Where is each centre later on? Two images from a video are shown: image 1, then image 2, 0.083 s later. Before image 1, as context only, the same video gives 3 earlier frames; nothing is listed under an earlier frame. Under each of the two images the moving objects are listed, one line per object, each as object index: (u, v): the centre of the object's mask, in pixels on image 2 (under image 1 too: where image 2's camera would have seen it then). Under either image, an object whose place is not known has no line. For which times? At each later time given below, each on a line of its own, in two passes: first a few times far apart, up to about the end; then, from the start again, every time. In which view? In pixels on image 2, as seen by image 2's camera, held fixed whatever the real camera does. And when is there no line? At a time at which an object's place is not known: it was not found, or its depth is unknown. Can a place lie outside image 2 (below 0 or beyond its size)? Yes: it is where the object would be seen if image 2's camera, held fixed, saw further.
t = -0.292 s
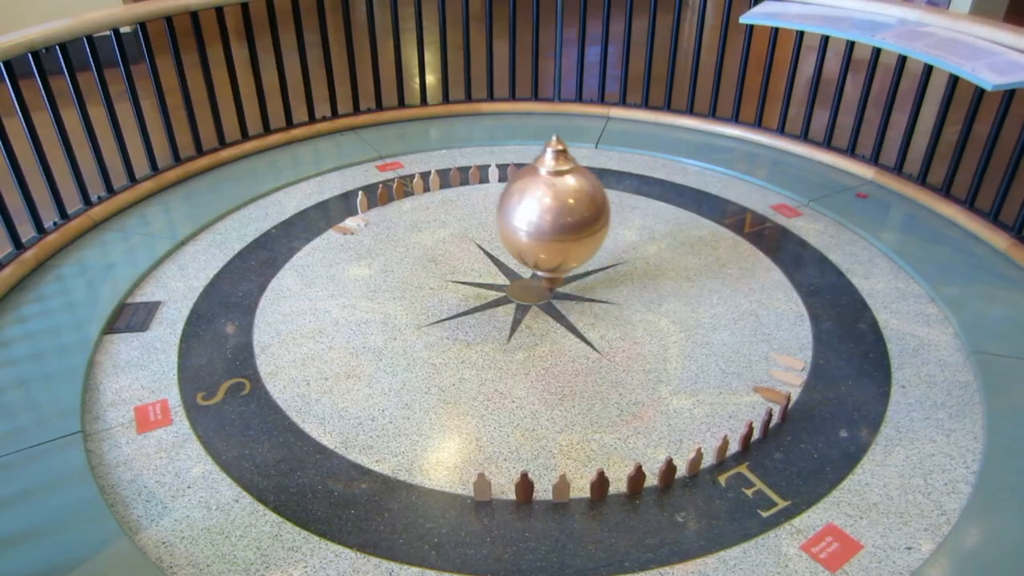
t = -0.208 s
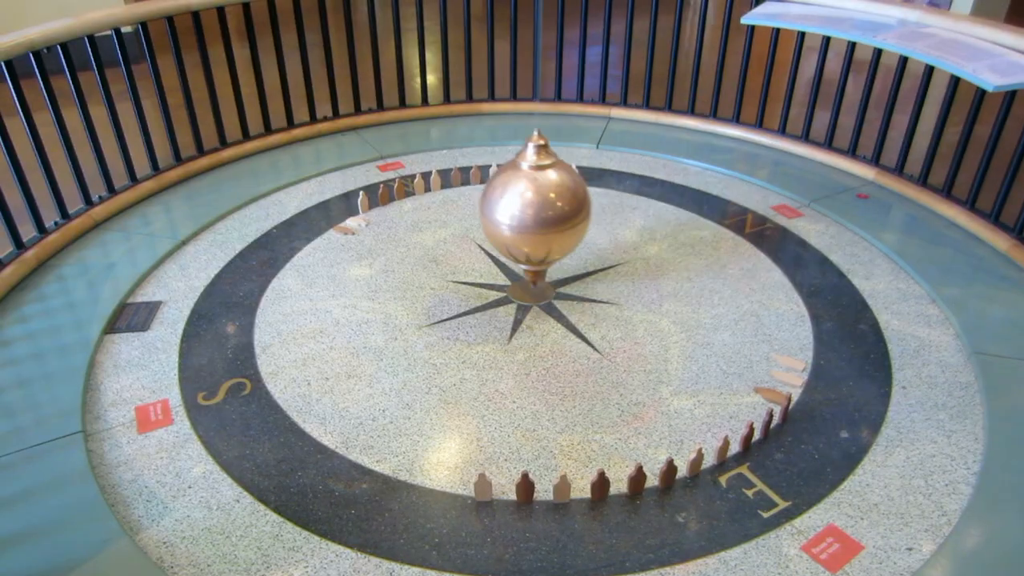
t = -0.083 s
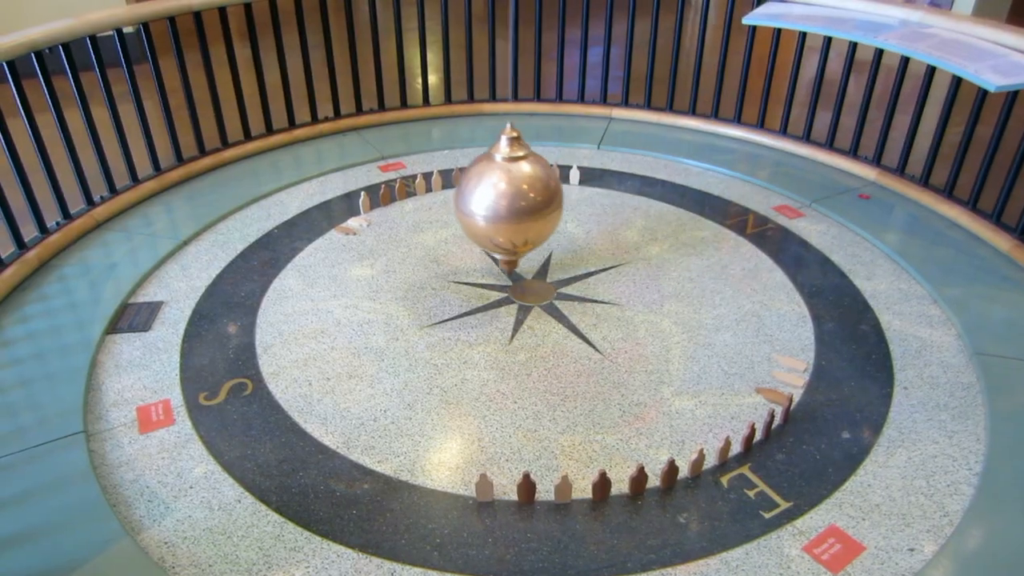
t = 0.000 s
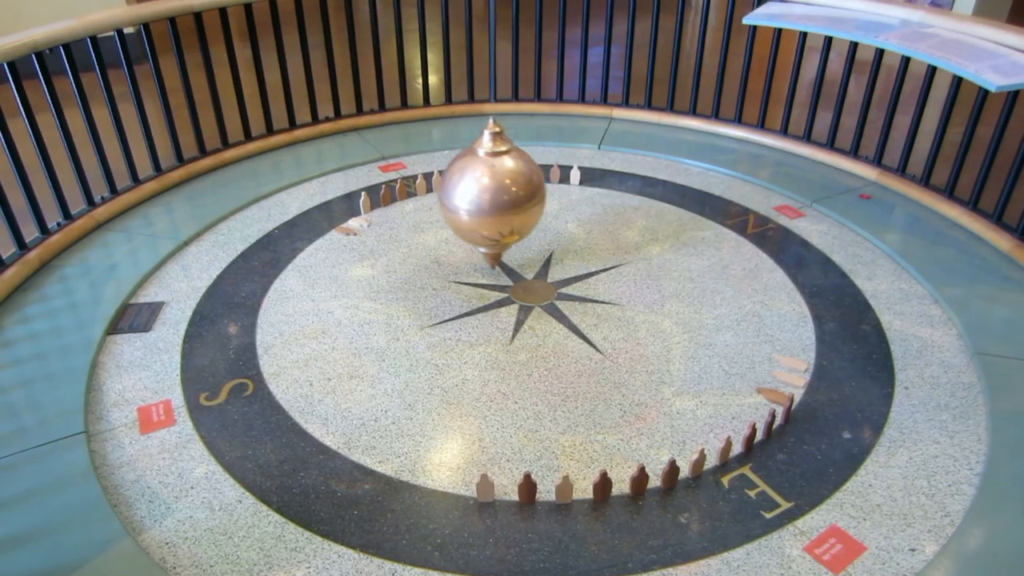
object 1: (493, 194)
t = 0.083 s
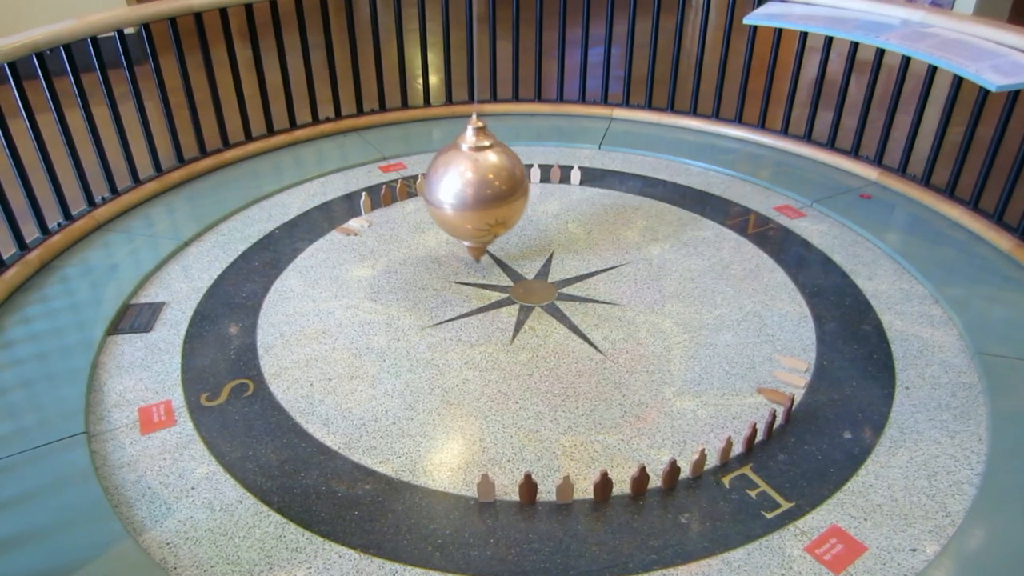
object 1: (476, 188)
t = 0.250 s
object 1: (445, 177)
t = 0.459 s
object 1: (412, 165)
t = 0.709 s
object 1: (379, 151)
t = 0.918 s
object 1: (357, 143)
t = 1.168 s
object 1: (339, 135)
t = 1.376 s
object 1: (330, 131)
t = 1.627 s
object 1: (327, 129)
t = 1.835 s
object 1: (331, 130)
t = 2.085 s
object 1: (343, 136)
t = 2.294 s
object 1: (359, 142)
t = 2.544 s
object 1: (386, 153)
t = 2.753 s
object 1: (415, 165)
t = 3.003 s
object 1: (456, 181)
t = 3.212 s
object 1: (497, 195)
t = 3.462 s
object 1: (552, 213)
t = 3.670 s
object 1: (602, 230)
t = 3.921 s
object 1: (664, 249)
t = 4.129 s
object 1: (716, 264)
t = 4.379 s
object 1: (774, 280)
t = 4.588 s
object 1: (815, 292)
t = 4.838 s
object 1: (851, 302)
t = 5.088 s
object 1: (869, 306)
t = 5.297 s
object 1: (868, 305)
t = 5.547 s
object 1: (848, 300)
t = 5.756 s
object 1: (817, 292)
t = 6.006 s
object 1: (767, 279)
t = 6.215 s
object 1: (720, 265)
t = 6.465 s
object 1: (657, 248)
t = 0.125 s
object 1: (468, 185)
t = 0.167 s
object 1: (460, 182)
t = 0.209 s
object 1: (453, 180)
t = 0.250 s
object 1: (445, 177)
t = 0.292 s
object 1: (438, 175)
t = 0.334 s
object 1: (431, 172)
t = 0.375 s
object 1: (424, 169)
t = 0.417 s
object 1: (418, 167)
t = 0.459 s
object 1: (412, 165)
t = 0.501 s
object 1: (406, 162)
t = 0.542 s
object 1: (400, 160)
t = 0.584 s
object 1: (395, 158)
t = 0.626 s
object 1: (389, 155)
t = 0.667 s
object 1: (384, 153)
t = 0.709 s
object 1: (379, 151)
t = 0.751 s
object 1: (374, 149)
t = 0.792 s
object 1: (369, 148)
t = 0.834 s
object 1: (365, 146)
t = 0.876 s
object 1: (361, 144)
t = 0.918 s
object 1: (357, 143)
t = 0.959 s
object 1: (354, 141)
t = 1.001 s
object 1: (350, 139)
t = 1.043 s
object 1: (347, 138)
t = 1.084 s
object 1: (344, 137)
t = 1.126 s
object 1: (341, 136)
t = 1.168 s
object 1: (339, 135)
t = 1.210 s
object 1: (337, 134)
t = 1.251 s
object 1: (335, 133)
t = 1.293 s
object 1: (333, 132)
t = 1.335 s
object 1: (332, 131)
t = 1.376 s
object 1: (330, 131)
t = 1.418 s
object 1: (329, 130)
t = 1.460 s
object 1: (328, 130)
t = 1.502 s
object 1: (328, 129)
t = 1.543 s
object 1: (327, 129)
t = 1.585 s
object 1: (327, 129)
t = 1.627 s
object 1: (327, 129)
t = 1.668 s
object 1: (327, 129)
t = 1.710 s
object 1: (328, 129)
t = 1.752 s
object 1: (328, 130)
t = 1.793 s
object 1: (329, 130)
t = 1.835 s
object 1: (331, 130)
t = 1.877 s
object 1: (332, 131)
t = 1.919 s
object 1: (334, 132)
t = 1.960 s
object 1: (336, 132)
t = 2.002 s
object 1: (338, 133)
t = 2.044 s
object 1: (340, 134)
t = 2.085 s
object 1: (343, 136)
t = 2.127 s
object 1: (346, 137)
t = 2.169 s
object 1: (349, 138)
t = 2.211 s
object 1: (352, 139)
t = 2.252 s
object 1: (355, 140)
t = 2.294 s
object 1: (359, 142)
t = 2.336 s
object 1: (363, 144)
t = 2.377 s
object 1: (367, 146)
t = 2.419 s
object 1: (371, 148)
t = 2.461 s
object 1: (376, 150)
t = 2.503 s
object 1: (381, 151)
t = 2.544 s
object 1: (386, 153)
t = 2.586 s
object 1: (391, 156)
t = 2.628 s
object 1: (397, 158)
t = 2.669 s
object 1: (402, 160)
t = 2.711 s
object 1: (408, 163)
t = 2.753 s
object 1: (415, 165)
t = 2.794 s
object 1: (421, 167)
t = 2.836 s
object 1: (428, 170)
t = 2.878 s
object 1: (435, 173)
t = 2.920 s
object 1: (442, 176)
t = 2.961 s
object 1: (449, 178)
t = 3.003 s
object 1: (456, 181)
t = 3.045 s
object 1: (464, 183)
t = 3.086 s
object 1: (472, 186)
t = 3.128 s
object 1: (480, 189)
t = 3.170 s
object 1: (488, 192)
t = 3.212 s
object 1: (497, 195)
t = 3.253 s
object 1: (506, 198)
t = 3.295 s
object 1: (515, 201)
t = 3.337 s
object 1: (524, 204)
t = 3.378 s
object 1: (533, 207)
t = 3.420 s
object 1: (543, 210)
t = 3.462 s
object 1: (552, 213)
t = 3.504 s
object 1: (562, 216)
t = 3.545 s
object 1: (572, 220)
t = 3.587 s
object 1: (582, 223)
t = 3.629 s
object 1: (592, 226)
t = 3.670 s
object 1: (602, 230)
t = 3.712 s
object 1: (612, 233)
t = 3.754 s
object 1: (623, 236)
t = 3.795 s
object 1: (633, 239)
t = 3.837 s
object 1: (643, 243)
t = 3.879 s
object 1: (653, 246)
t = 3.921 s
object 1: (664, 249)
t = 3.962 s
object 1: (675, 252)
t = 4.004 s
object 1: (685, 255)
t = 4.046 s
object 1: (695, 258)
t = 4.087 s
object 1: (706, 261)
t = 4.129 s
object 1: (716, 264)
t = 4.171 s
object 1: (726, 267)
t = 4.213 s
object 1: (736, 270)
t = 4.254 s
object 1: (746, 272)
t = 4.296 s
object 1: (755, 275)
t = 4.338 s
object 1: (764, 278)
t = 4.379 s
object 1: (774, 280)
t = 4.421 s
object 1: (783, 283)
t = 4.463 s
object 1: (791, 285)
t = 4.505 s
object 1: (800, 288)
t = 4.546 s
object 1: (807, 290)
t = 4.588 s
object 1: (815, 292)
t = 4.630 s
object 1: (822, 294)
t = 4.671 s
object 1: (829, 296)
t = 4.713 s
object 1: (835, 297)
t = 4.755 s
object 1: (841, 299)
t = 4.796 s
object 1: (846, 300)
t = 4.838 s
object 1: (851, 302)
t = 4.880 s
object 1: (855, 303)
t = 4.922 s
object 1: (859, 304)
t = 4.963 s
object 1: (862, 305)
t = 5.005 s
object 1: (865, 305)
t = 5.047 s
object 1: (867, 305)
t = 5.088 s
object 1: (869, 306)
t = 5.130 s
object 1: (870, 306)
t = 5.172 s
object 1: (870, 306)
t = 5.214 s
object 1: (870, 306)
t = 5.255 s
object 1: (869, 306)
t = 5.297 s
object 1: (868, 305)
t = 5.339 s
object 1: (866, 305)
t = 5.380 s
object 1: (863, 305)
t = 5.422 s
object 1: (860, 303)
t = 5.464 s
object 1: (857, 303)
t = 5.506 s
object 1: (852, 302)
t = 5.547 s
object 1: (848, 300)
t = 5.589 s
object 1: (842, 299)
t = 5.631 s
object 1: (837, 297)
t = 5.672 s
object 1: (830, 296)
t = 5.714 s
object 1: (824, 294)
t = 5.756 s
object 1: (817, 292)
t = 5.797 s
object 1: (809, 290)
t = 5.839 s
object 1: (802, 288)
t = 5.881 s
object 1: (794, 286)
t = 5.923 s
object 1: (786, 284)
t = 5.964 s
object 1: (776, 281)
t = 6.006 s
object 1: (767, 279)
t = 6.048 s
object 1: (758, 276)
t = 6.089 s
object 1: (749, 274)
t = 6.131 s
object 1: (739, 271)
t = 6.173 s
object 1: (730, 268)
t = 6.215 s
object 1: (720, 265)
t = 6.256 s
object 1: (709, 263)
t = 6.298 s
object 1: (699, 260)
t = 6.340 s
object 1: (689, 257)
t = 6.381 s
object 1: (678, 254)
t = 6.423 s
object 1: (668, 251)
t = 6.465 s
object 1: (657, 248)
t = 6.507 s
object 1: (647, 244)
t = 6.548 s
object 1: (637, 241)
